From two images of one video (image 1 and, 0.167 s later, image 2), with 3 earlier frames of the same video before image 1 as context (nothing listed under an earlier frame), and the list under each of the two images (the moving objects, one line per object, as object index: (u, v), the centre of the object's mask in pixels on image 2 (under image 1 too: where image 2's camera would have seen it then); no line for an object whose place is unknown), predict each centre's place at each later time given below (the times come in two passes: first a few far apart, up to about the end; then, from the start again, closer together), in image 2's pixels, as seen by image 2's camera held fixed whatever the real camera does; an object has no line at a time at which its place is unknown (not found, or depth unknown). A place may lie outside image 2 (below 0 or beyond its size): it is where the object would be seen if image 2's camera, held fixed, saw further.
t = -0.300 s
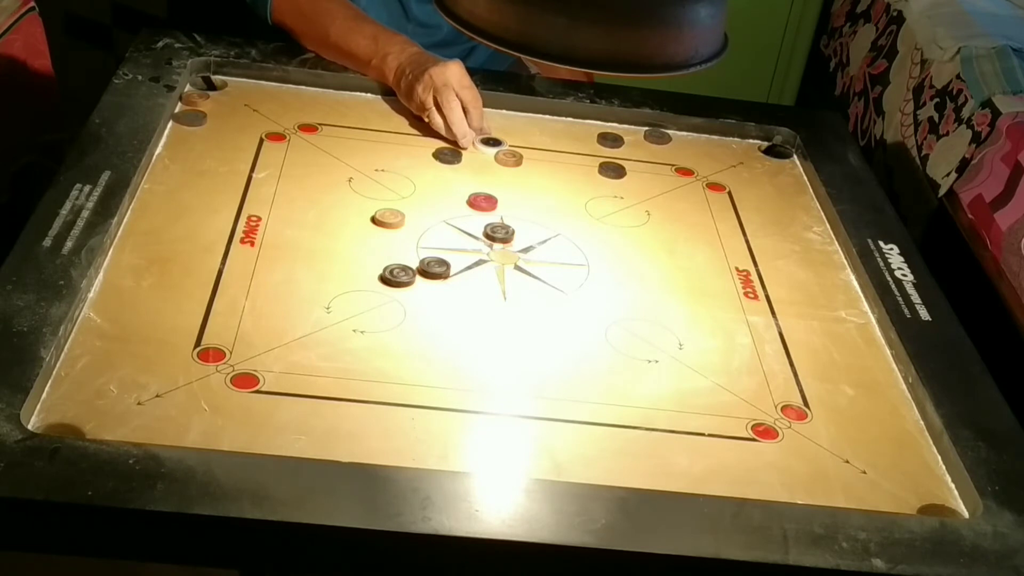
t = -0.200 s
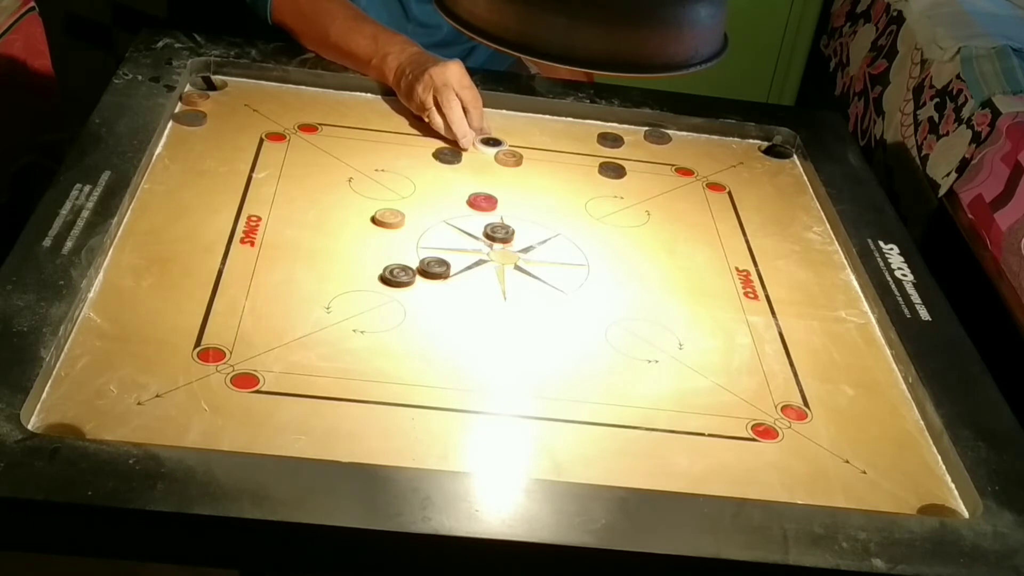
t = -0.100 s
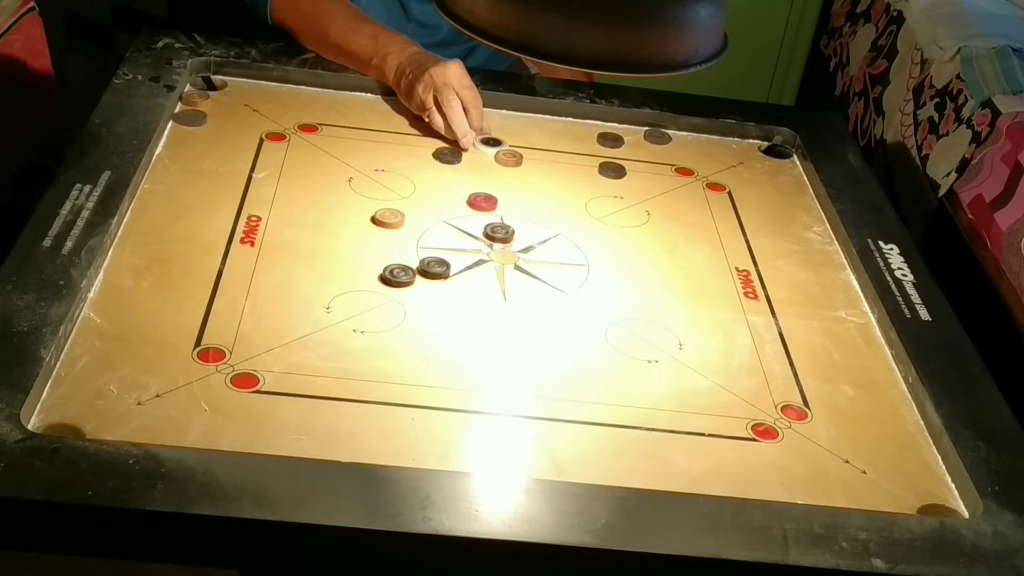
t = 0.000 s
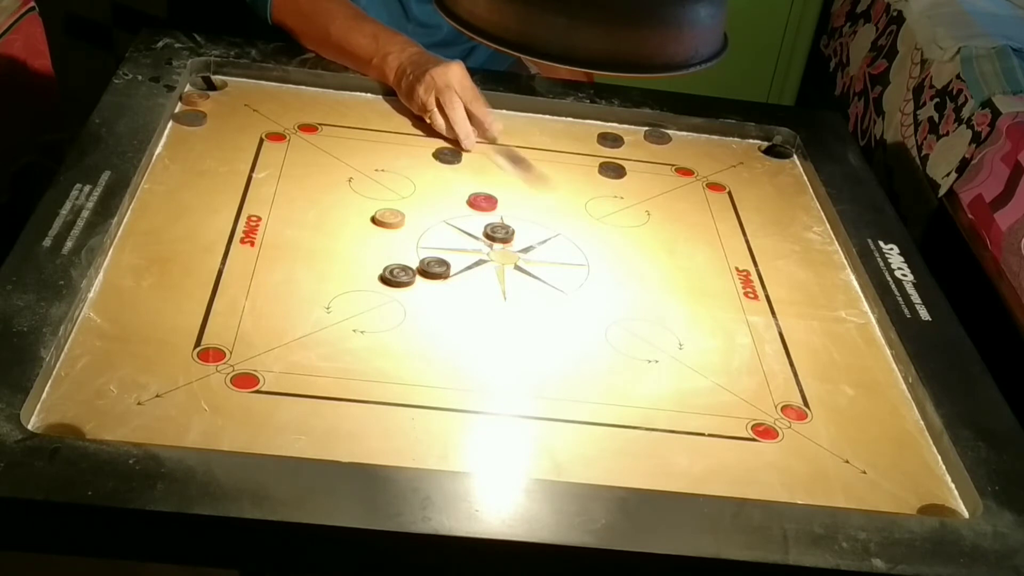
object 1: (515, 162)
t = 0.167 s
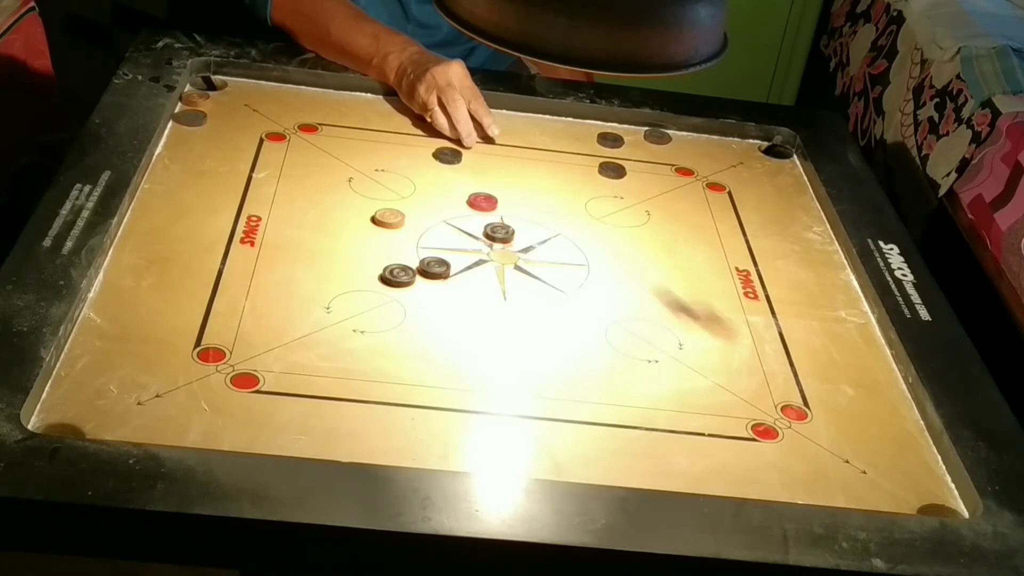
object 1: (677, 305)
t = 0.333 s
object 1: (877, 484)
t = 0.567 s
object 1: (770, 429)
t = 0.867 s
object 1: (662, 356)
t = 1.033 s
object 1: (639, 340)
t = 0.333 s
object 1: (877, 484)
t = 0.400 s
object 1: (883, 497)
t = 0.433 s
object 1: (859, 485)
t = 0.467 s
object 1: (835, 470)
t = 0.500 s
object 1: (812, 456)
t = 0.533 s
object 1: (790, 442)
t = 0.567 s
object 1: (770, 429)
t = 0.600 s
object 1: (753, 417)
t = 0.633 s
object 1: (738, 407)
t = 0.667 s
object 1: (723, 397)
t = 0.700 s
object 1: (710, 388)
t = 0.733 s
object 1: (698, 380)
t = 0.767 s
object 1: (688, 375)
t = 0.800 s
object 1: (678, 367)
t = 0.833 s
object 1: (670, 361)
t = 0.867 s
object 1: (662, 356)
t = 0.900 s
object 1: (656, 351)
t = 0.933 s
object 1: (650, 348)
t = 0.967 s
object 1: (646, 344)
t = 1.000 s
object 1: (642, 342)
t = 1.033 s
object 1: (639, 340)
